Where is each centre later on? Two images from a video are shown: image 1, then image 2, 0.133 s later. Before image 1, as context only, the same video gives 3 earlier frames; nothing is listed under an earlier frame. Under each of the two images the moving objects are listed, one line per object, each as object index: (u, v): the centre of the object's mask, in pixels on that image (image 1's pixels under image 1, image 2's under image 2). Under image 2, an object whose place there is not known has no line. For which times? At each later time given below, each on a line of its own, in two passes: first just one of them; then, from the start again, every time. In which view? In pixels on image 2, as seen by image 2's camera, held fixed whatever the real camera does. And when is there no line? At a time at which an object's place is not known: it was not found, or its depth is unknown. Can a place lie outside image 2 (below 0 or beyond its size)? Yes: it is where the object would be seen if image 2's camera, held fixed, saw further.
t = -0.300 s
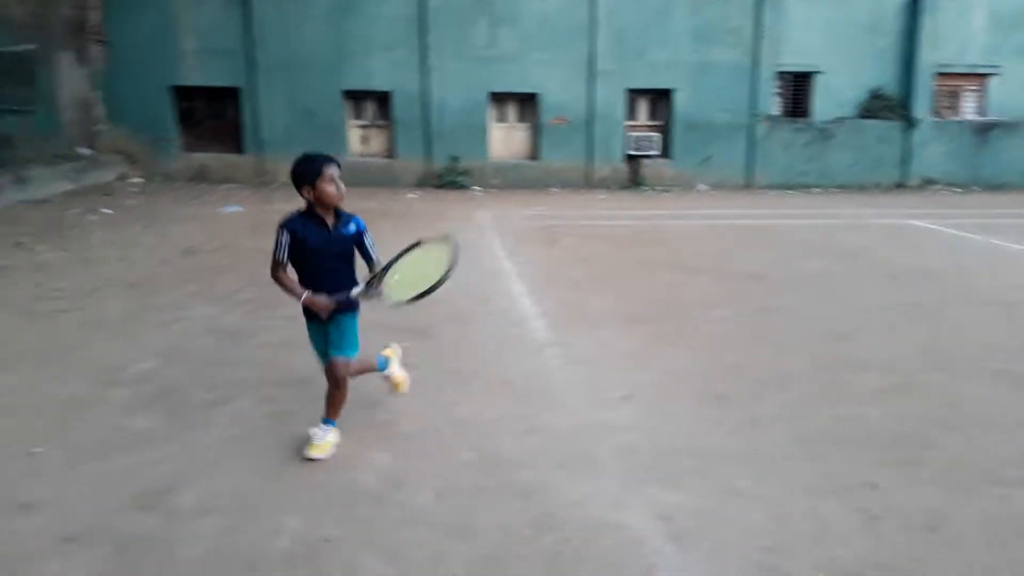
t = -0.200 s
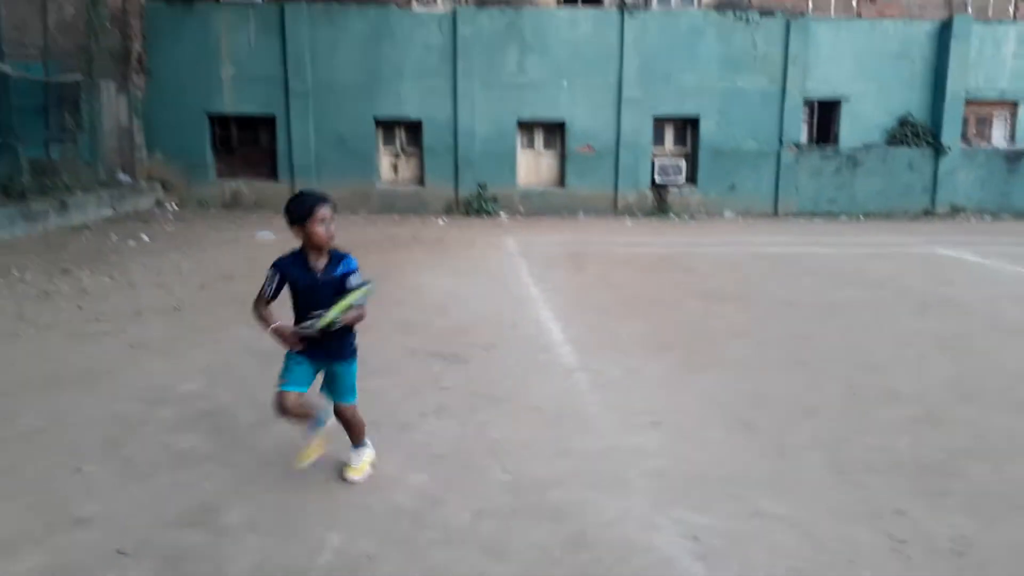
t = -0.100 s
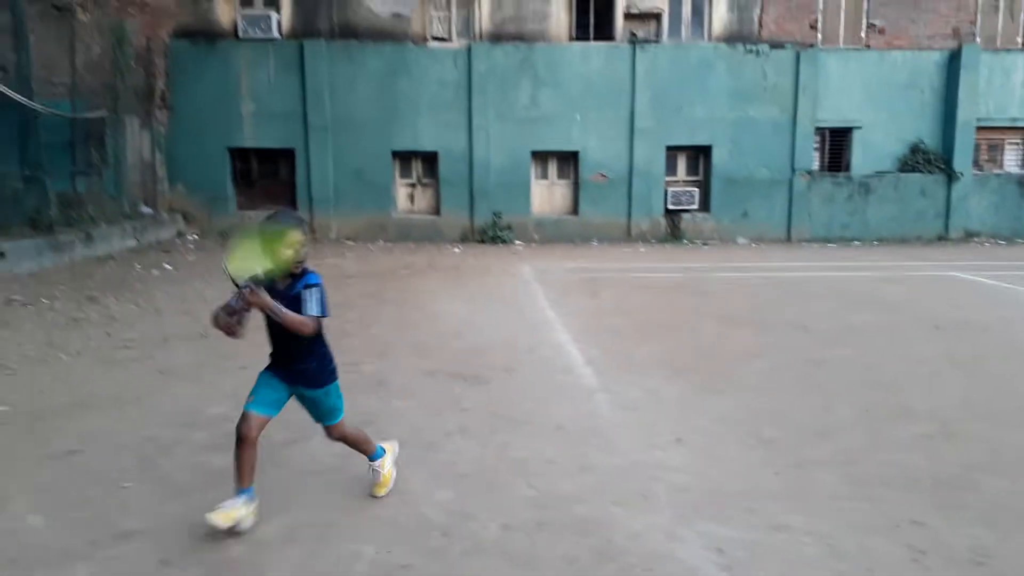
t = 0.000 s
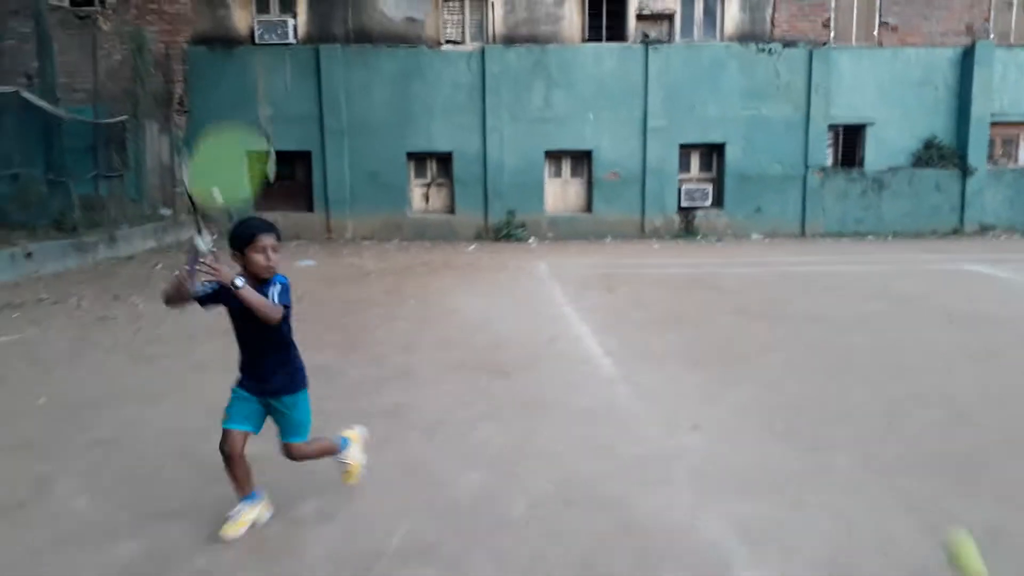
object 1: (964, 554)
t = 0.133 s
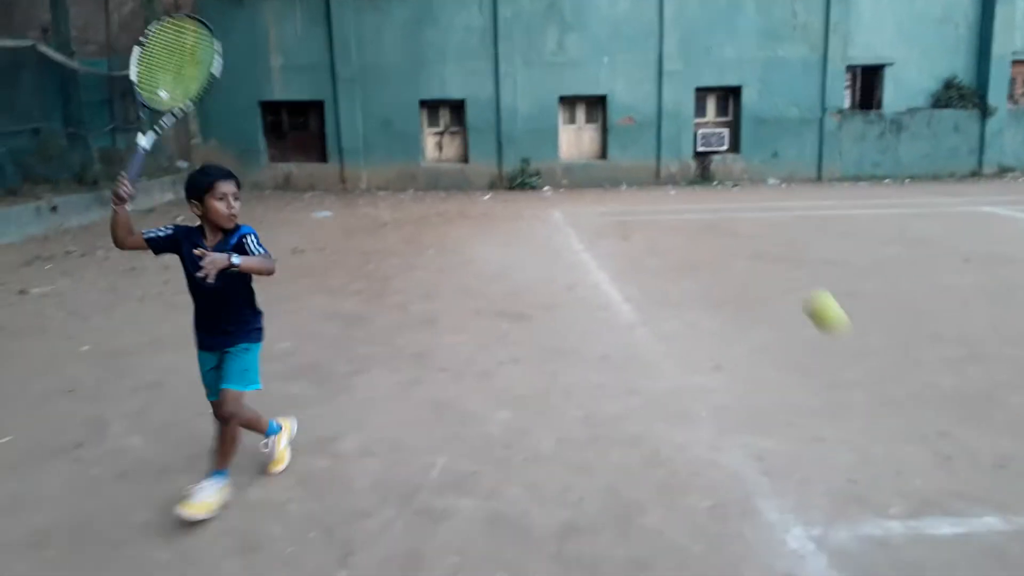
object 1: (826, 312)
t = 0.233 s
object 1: (697, 215)
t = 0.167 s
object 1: (784, 275)
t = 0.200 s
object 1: (742, 243)
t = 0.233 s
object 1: (697, 215)
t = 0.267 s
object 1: (652, 190)
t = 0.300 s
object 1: (611, 172)
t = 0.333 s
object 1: (566, 158)
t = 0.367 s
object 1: (523, 148)
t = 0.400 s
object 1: (479, 142)
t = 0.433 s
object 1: (438, 142)
